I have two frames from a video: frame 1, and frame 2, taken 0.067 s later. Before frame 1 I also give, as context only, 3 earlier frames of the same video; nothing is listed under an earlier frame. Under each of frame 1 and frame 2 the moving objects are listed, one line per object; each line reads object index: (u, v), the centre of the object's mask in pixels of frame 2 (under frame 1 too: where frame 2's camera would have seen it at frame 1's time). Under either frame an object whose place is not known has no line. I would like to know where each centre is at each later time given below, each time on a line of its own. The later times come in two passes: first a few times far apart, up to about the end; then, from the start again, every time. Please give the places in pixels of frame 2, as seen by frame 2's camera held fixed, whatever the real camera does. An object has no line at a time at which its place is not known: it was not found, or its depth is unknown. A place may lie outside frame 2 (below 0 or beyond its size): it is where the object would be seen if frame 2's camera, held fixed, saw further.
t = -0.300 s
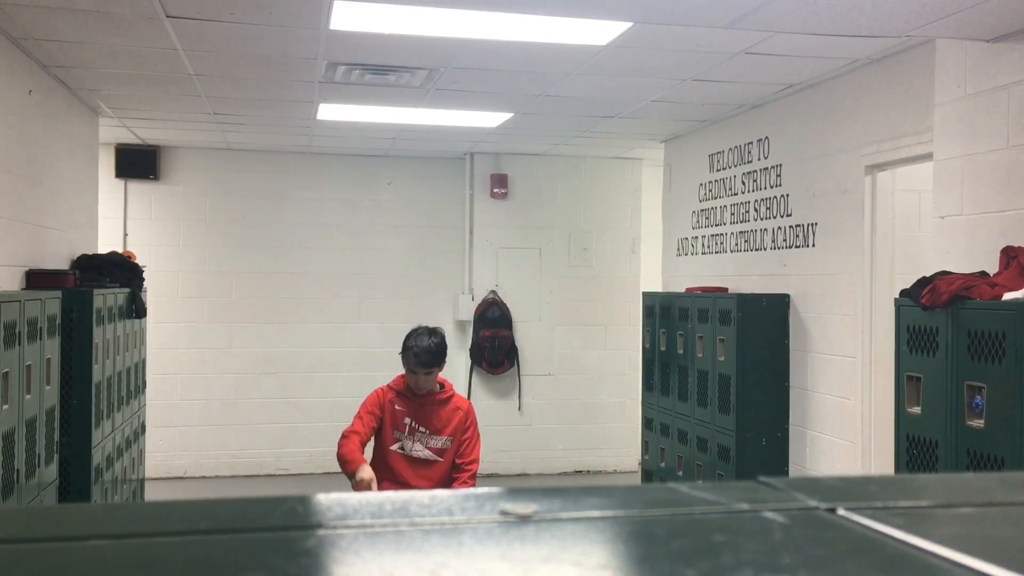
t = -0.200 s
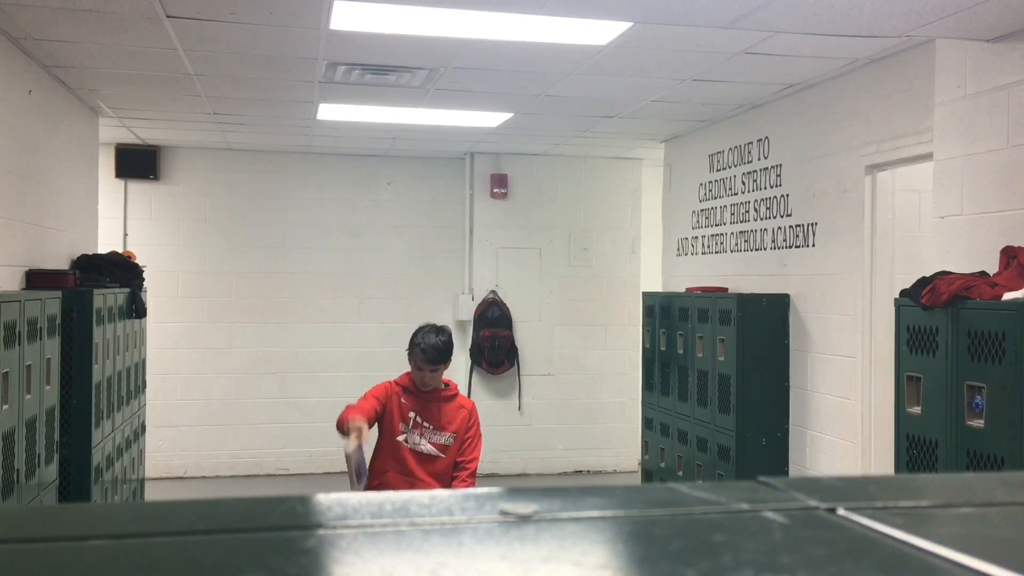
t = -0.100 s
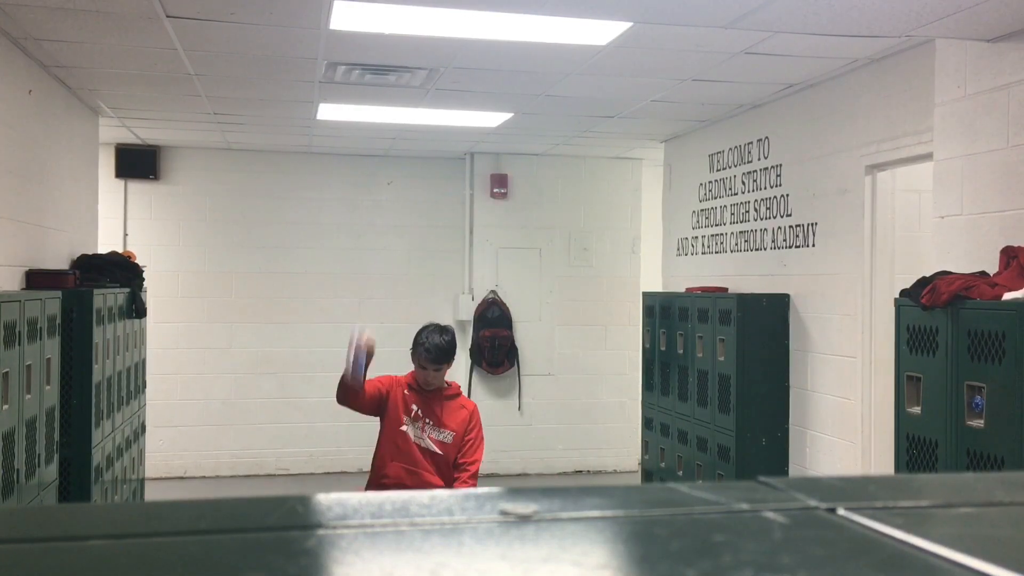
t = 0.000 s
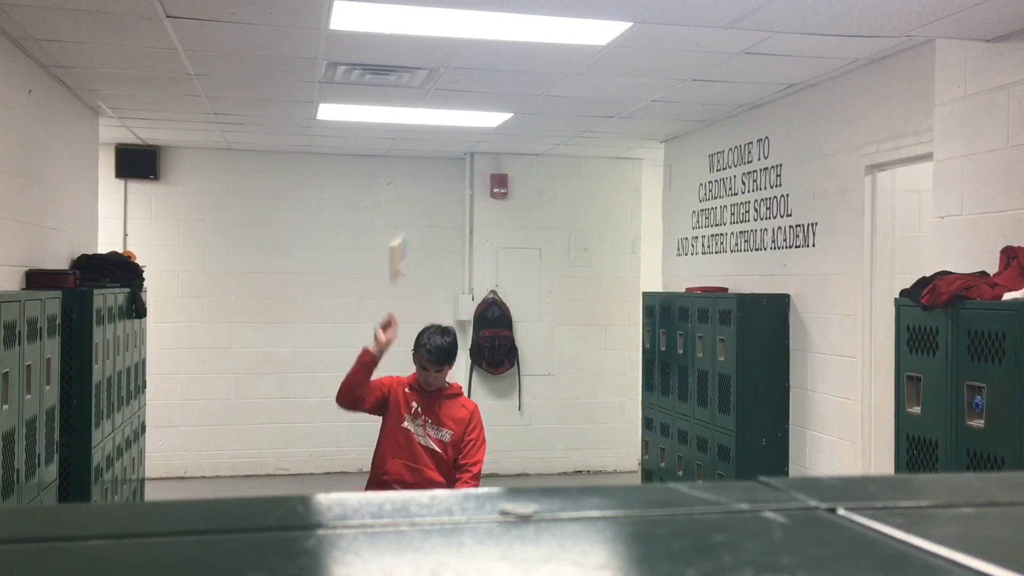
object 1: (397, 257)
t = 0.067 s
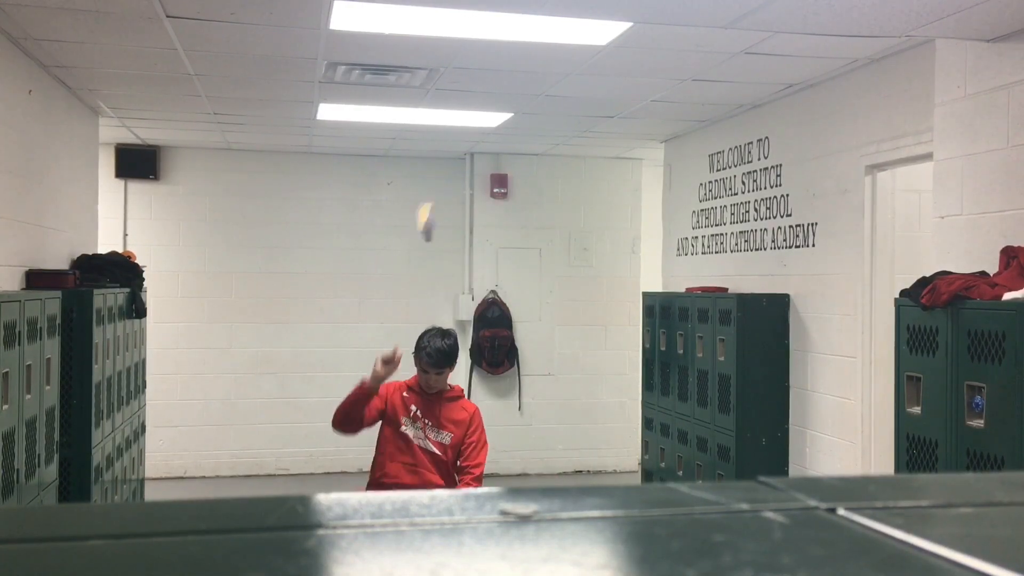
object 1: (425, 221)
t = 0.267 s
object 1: (485, 194)
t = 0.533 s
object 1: (526, 269)
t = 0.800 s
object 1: (545, 399)
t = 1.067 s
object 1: (569, 463)
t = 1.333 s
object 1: (581, 470)
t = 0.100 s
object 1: (440, 211)
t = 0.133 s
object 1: (451, 203)
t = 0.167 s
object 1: (458, 197)
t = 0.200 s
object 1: (468, 194)
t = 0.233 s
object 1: (475, 192)
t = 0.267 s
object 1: (485, 194)
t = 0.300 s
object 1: (491, 198)
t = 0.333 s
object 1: (497, 206)
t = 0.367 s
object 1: (503, 214)
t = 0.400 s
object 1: (509, 221)
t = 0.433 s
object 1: (512, 230)
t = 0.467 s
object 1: (518, 240)
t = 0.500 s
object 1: (521, 255)
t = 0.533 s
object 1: (526, 269)
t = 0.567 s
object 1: (530, 282)
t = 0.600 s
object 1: (534, 296)
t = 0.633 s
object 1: (537, 313)
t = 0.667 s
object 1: (539, 328)
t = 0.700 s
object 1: (543, 347)
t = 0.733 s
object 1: (544, 361)
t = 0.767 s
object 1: (545, 380)
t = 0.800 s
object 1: (545, 399)
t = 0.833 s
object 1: (550, 419)
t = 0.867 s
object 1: (552, 439)
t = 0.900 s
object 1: (554, 457)
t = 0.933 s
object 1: (558, 466)
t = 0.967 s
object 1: (561, 463)
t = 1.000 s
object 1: (564, 463)
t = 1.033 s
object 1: (566, 463)
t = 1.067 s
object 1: (569, 463)
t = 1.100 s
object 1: (570, 462)
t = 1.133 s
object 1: (571, 463)
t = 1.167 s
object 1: (572, 463)
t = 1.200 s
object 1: (573, 463)
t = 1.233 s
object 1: (575, 464)
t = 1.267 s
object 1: (577, 465)
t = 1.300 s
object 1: (579, 467)
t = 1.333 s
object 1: (581, 470)
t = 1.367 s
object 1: (582, 473)
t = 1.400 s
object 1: (583, 476)
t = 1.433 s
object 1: (583, 476)
